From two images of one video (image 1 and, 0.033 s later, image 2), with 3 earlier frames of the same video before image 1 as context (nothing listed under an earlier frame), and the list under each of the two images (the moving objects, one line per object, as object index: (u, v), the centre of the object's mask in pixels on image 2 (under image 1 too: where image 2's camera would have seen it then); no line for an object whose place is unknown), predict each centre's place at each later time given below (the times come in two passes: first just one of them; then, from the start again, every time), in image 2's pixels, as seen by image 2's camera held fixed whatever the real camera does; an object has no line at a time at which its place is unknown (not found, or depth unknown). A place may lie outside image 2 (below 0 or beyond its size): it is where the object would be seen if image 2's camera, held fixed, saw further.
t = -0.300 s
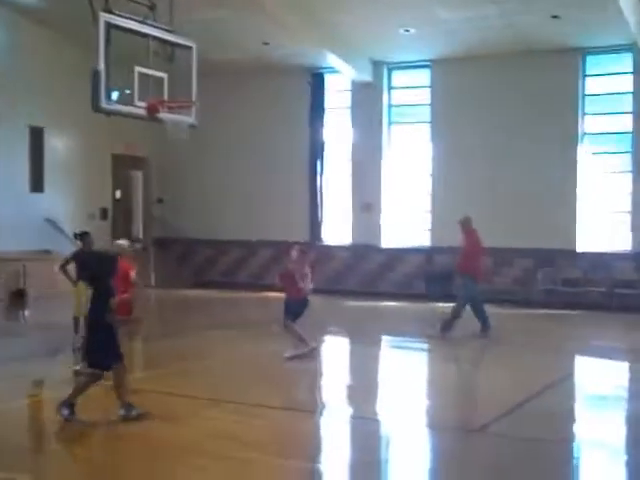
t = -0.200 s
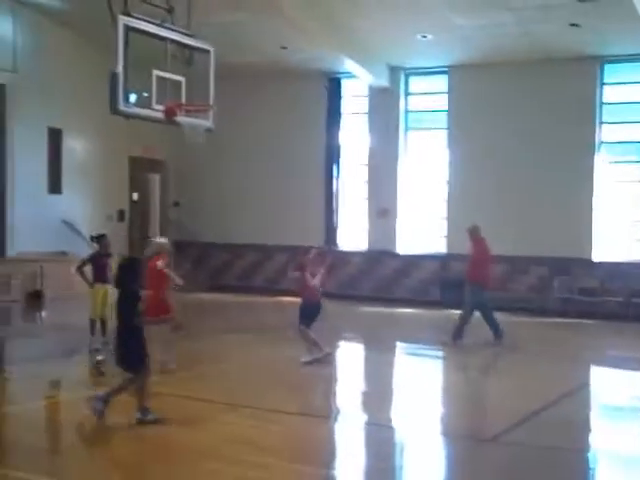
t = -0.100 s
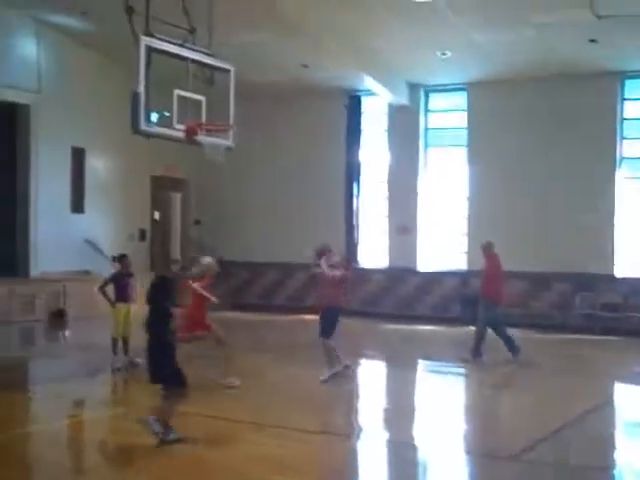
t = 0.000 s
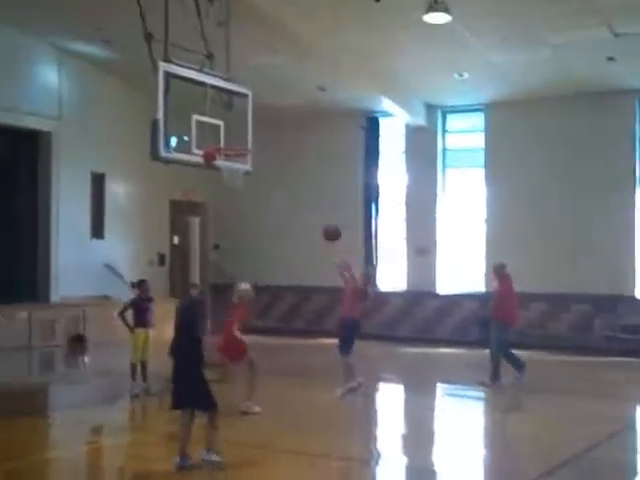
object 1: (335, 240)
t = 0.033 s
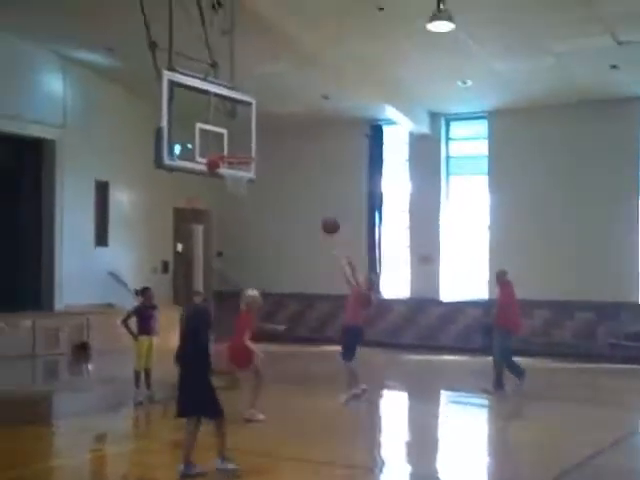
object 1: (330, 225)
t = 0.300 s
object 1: (289, 141)
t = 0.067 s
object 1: (325, 211)
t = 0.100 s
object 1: (321, 199)
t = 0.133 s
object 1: (315, 186)
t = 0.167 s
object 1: (310, 175)
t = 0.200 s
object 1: (304, 166)
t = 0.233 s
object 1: (299, 158)
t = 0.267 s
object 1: (293, 148)
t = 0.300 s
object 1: (289, 141)
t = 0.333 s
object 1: (283, 134)
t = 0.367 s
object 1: (279, 128)
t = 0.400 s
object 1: (277, 122)
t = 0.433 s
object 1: (273, 119)
